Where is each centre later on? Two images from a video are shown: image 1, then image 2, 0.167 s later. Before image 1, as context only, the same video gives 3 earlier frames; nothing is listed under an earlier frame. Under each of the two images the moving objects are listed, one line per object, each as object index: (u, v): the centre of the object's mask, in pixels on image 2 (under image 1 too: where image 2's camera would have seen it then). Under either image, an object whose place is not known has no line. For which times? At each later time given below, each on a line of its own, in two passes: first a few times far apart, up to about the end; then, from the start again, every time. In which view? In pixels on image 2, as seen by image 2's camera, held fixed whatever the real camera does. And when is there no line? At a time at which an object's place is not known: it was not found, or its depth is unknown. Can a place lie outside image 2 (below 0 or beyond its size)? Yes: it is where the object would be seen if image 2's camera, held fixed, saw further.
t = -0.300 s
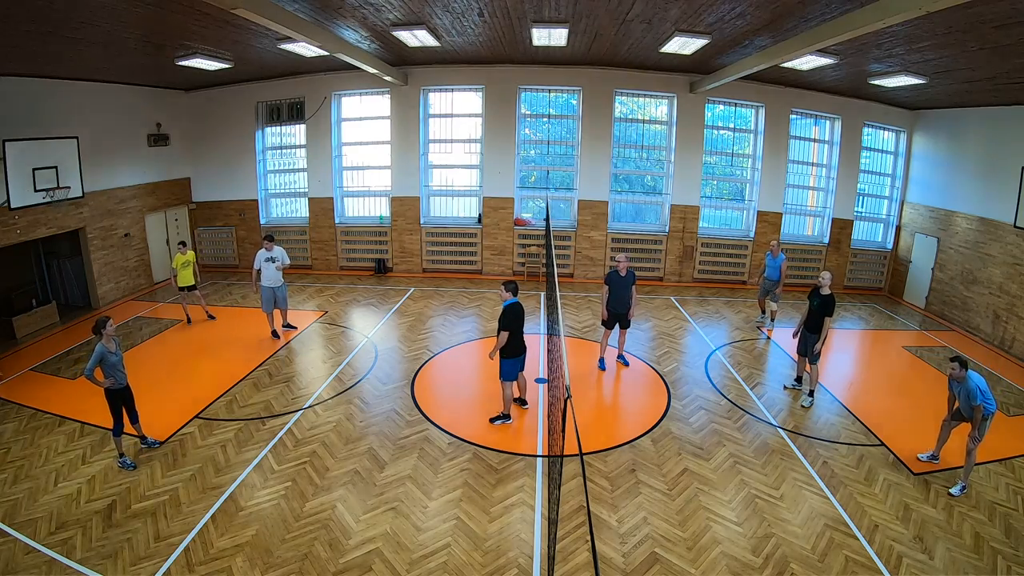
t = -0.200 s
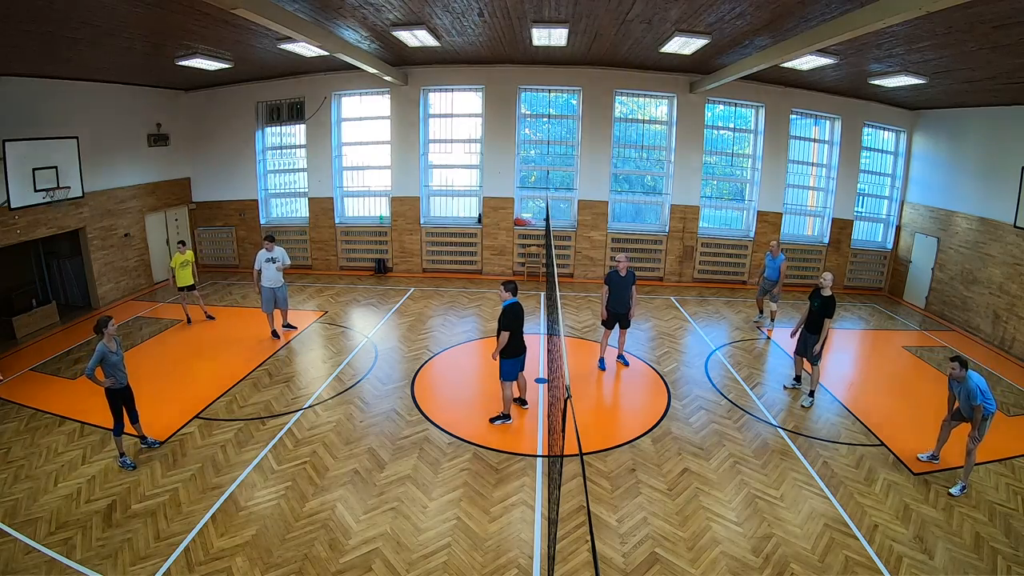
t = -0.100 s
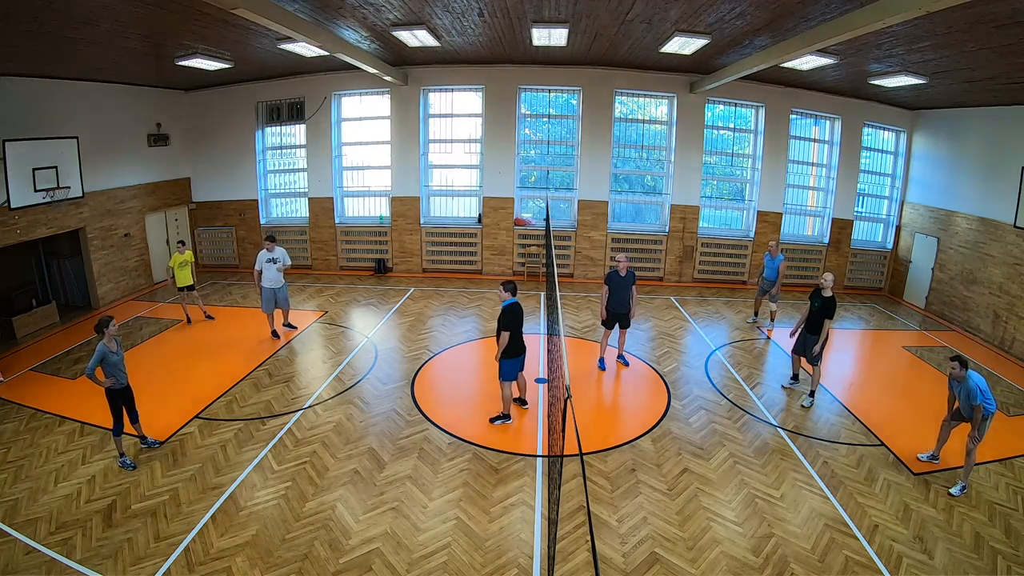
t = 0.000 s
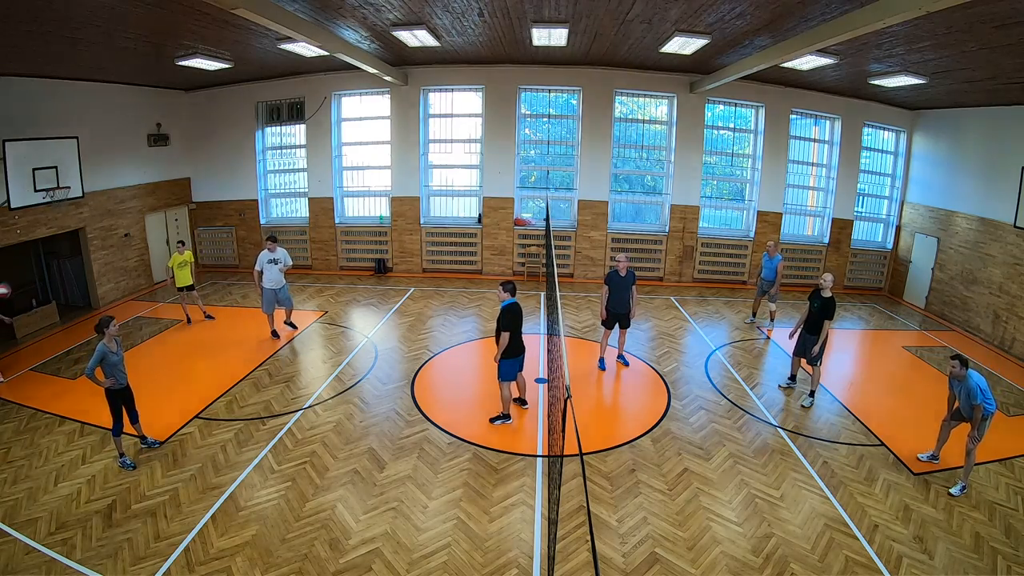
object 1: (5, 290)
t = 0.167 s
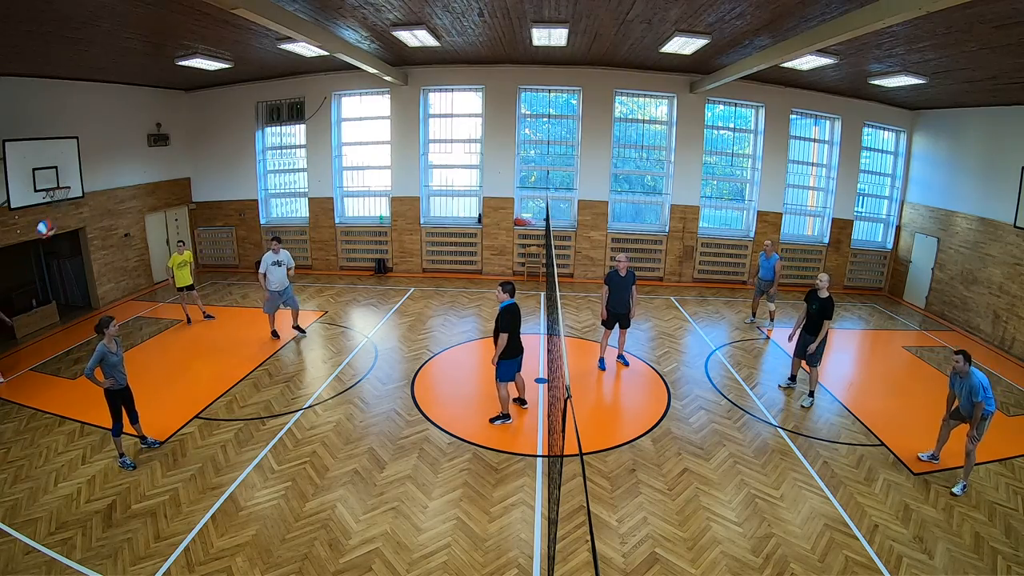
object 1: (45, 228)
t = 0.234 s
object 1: (69, 204)
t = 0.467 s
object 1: (200, 133)
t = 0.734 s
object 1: (456, 116)
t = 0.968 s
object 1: (734, 221)
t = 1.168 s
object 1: (893, 360)
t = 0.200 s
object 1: (57, 215)
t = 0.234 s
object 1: (69, 204)
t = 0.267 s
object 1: (83, 192)
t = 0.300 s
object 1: (100, 181)
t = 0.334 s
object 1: (116, 171)
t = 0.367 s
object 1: (135, 160)
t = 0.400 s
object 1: (155, 150)
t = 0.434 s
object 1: (177, 141)
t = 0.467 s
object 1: (200, 133)
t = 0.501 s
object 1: (225, 125)
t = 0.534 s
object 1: (253, 118)
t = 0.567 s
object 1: (281, 114)
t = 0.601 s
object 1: (312, 110)
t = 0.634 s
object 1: (344, 109)
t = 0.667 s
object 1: (381, 109)
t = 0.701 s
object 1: (415, 111)
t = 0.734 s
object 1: (456, 116)
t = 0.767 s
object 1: (497, 123)
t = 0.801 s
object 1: (537, 134)
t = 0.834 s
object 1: (578, 147)
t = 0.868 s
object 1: (617, 162)
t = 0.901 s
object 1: (658, 180)
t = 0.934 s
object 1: (696, 200)
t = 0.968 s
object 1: (734, 221)
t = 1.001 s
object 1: (768, 242)
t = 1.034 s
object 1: (798, 265)
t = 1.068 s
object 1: (826, 289)
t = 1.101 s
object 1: (851, 312)
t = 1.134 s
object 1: (873, 337)
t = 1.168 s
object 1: (893, 360)
